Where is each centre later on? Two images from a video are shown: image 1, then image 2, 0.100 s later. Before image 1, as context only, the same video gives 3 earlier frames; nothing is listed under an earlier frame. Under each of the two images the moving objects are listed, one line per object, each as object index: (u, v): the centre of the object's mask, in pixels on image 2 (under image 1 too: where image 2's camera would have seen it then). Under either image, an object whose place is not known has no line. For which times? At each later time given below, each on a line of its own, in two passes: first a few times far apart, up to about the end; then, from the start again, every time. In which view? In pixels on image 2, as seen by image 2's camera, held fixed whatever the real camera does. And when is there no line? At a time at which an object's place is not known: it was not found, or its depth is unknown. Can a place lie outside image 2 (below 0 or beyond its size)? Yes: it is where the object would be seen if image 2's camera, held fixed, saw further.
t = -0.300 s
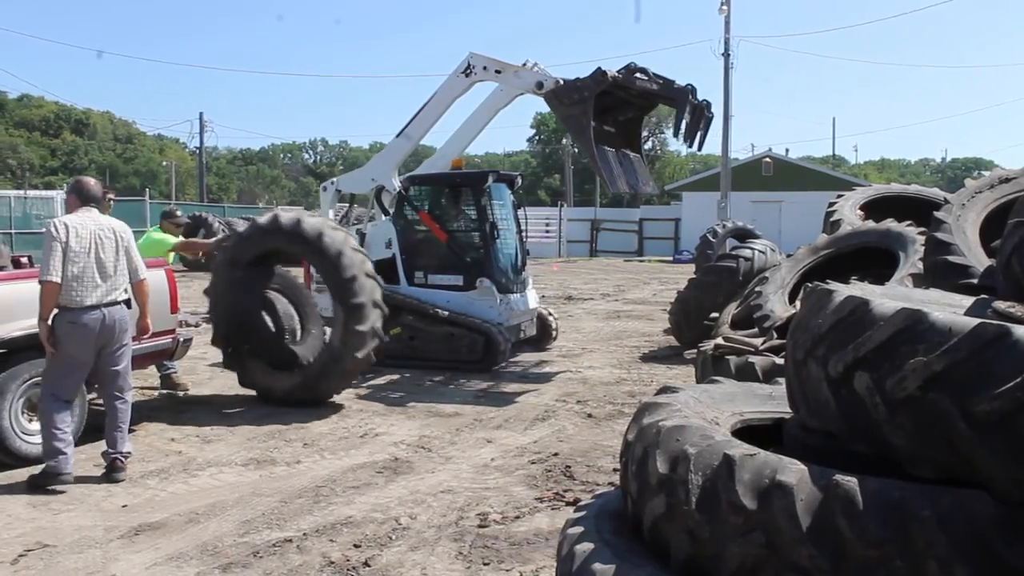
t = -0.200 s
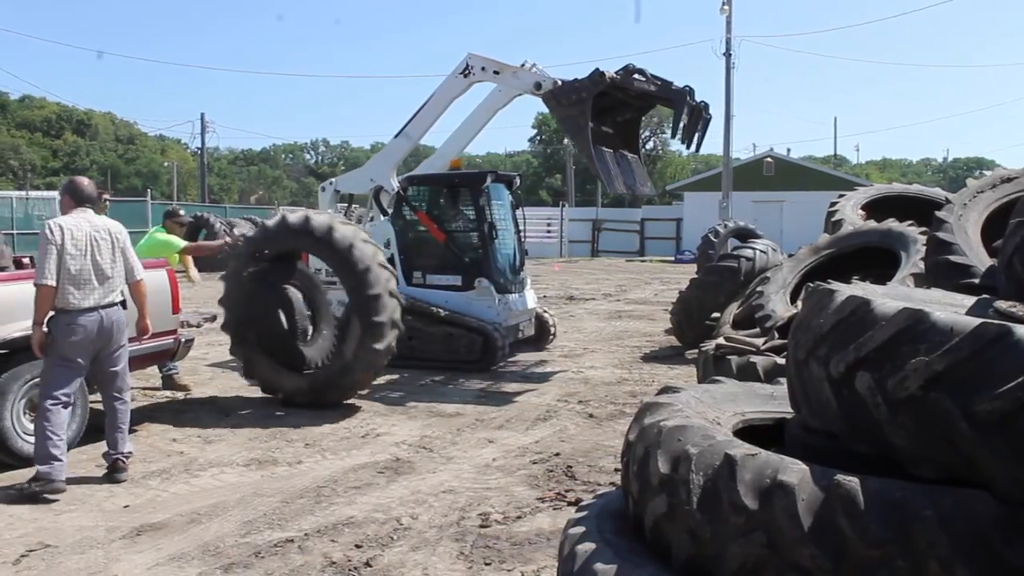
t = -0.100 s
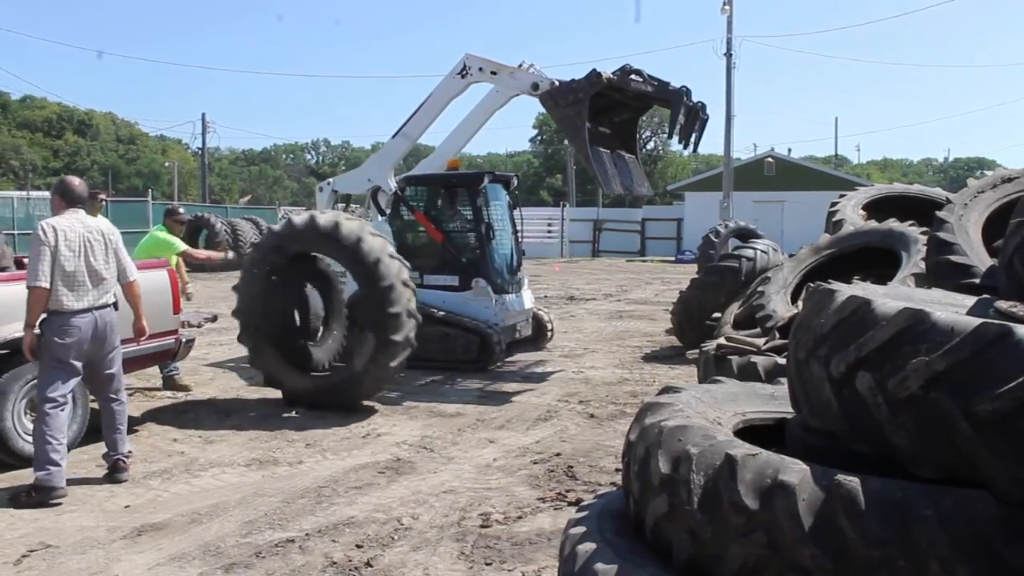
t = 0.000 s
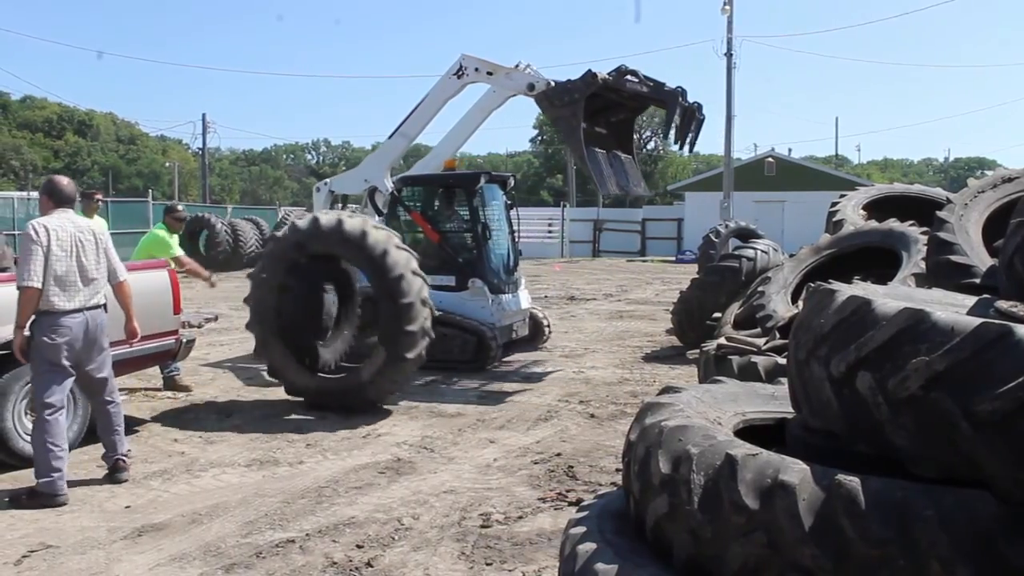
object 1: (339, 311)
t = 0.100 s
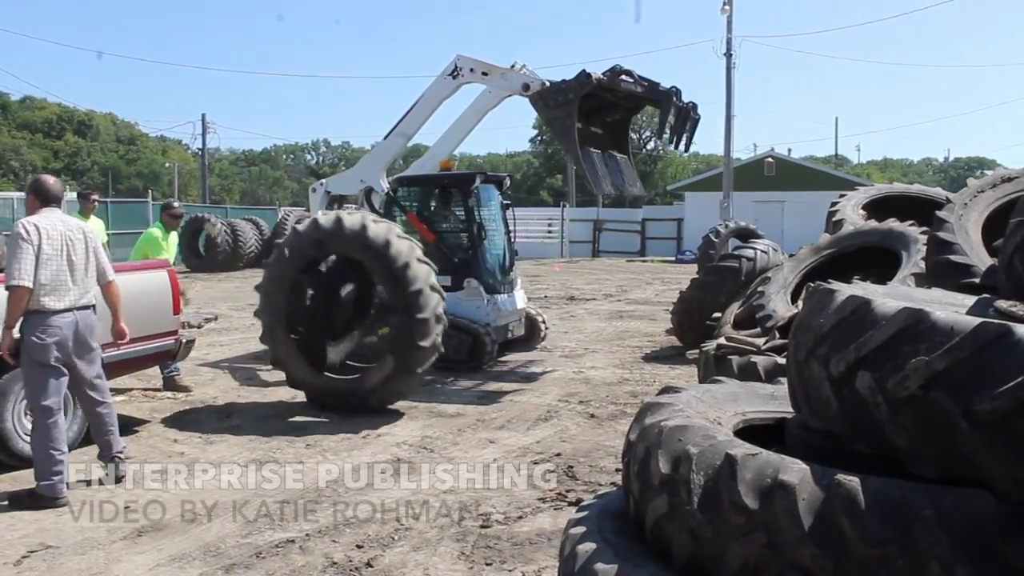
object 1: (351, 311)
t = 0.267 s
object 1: (368, 311)
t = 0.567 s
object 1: (403, 314)
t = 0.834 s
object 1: (430, 316)
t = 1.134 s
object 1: (454, 319)
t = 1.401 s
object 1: (471, 325)
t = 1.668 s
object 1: (473, 340)
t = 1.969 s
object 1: (448, 391)
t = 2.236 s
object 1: (406, 406)
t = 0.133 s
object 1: (355, 311)
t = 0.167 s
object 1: (359, 312)
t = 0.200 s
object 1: (362, 311)
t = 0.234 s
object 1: (365, 311)
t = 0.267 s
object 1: (368, 311)
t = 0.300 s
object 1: (372, 311)
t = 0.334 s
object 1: (376, 313)
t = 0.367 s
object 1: (381, 313)
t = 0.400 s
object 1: (384, 313)
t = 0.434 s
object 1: (388, 313)
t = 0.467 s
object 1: (392, 313)
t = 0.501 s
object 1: (395, 313)
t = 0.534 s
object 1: (399, 314)
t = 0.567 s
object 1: (403, 314)
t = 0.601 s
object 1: (406, 315)
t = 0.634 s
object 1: (410, 315)
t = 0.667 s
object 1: (413, 315)
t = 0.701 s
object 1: (417, 315)
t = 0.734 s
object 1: (420, 315)
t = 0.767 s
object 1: (424, 316)
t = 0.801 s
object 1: (427, 316)
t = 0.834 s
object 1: (430, 316)
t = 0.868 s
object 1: (433, 317)
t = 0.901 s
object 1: (435, 316)
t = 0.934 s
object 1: (438, 317)
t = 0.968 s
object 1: (442, 317)
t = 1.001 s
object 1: (444, 318)
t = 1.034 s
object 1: (447, 318)
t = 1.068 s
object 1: (449, 319)
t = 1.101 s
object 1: (452, 319)
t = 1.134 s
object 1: (454, 319)
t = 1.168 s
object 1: (456, 320)
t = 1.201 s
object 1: (459, 321)
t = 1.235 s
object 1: (461, 323)
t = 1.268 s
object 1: (463, 323)
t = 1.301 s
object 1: (466, 324)
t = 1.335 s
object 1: (468, 324)
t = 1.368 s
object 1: (469, 324)
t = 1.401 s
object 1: (471, 325)
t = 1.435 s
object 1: (473, 326)
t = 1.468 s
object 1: (474, 328)
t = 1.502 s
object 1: (475, 329)
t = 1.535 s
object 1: (475, 331)
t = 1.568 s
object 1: (475, 332)
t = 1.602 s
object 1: (475, 335)
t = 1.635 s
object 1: (474, 337)
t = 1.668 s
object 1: (473, 340)
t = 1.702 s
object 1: (471, 343)
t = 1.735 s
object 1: (469, 348)
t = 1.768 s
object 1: (467, 354)
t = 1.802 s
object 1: (465, 360)
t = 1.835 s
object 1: (461, 366)
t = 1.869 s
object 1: (456, 374)
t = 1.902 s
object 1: (456, 383)
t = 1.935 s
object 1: (448, 394)
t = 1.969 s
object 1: (448, 391)
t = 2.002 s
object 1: (442, 398)
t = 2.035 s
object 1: (436, 404)
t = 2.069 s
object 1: (430, 407)
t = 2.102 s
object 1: (426, 409)
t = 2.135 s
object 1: (420, 410)
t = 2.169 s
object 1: (415, 409)
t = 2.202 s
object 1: (410, 408)
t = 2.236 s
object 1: (406, 406)
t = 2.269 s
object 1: (401, 410)
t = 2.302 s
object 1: (398, 408)
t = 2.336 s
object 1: (395, 407)
